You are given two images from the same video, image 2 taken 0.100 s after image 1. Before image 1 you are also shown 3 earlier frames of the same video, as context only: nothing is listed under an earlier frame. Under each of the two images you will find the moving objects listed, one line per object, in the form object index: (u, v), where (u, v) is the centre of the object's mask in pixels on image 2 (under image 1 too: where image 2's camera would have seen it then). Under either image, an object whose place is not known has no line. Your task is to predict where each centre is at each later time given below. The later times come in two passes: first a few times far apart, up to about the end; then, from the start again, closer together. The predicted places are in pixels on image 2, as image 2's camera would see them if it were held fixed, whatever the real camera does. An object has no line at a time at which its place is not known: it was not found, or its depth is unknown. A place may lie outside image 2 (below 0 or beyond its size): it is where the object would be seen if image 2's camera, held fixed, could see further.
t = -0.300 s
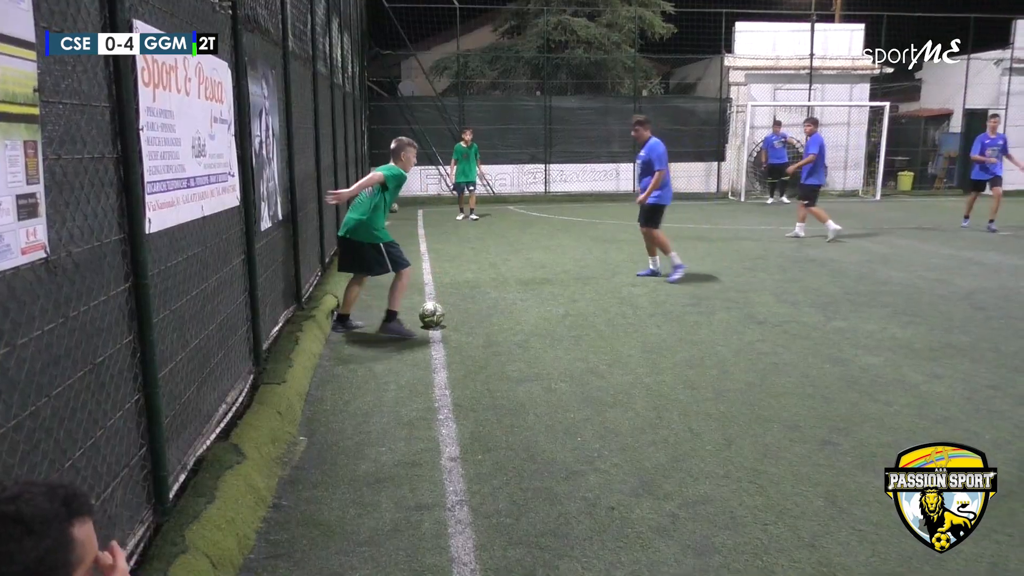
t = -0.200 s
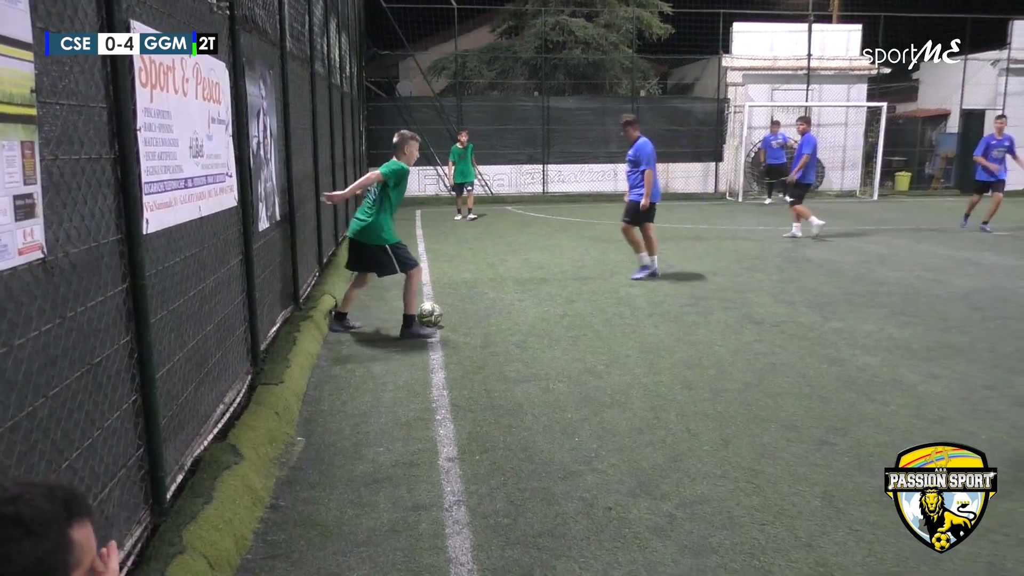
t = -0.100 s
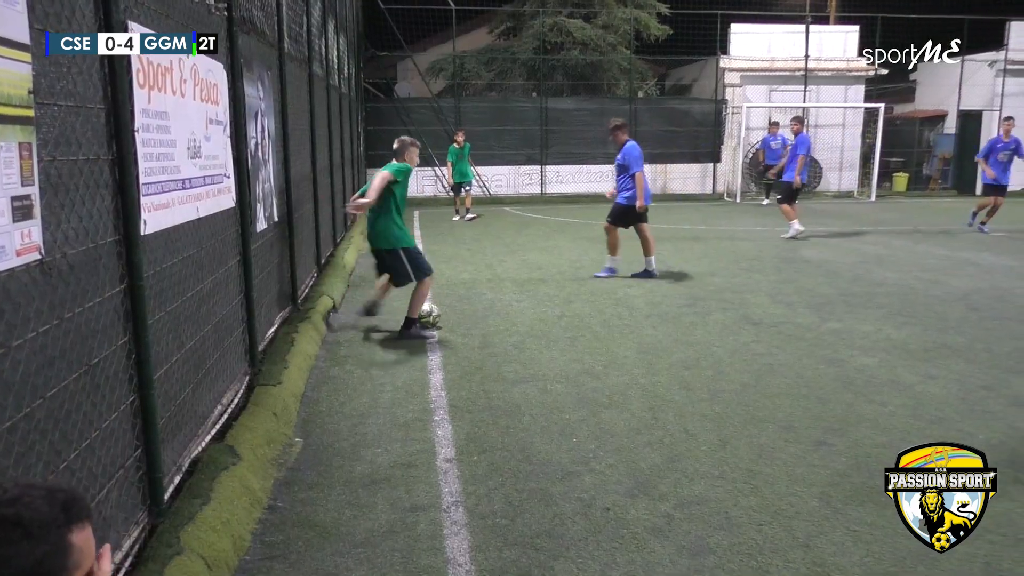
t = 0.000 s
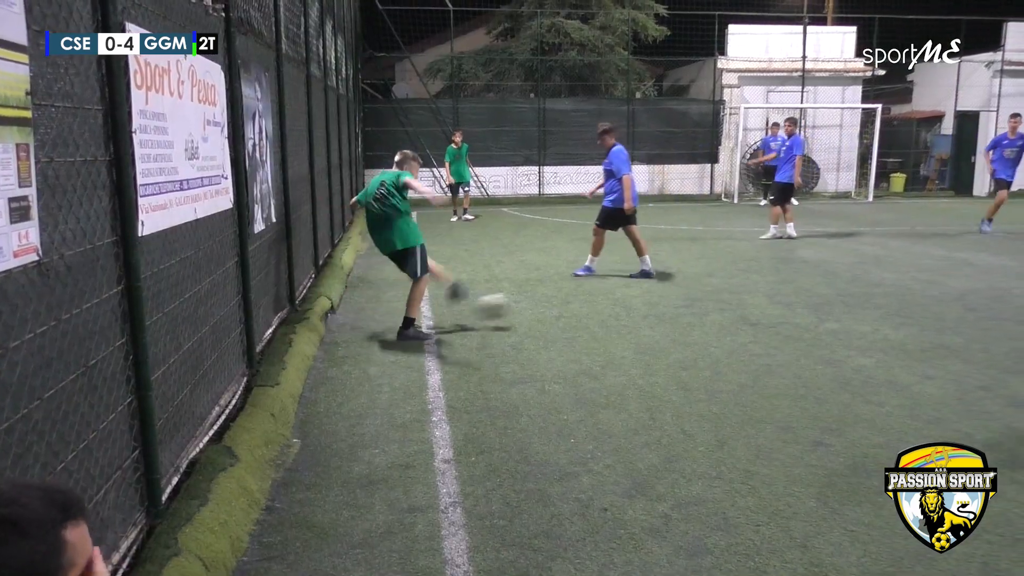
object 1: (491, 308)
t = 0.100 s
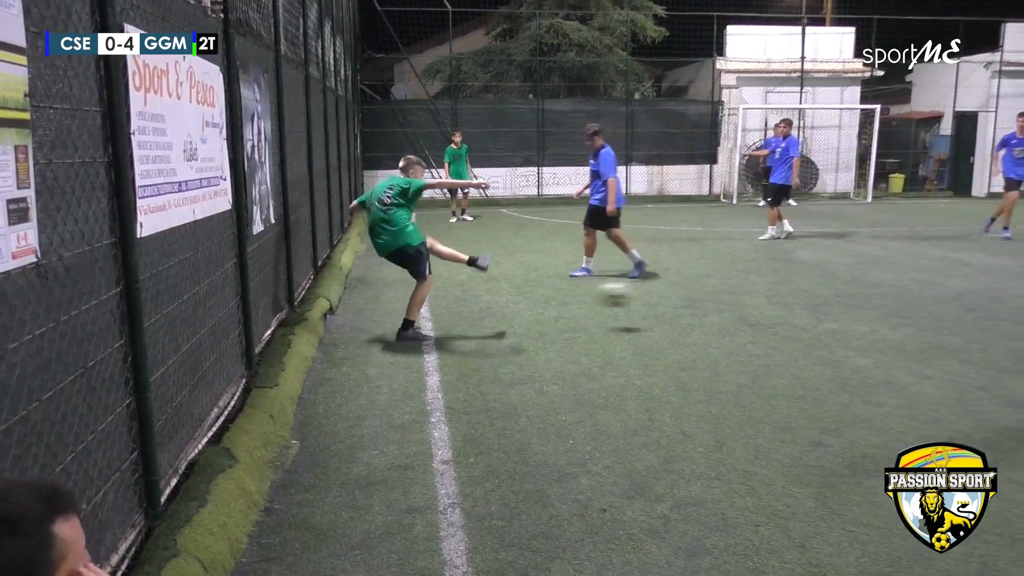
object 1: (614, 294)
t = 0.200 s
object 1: (735, 295)
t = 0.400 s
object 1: (944, 296)
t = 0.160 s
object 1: (687, 294)
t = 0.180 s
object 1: (711, 294)
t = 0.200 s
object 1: (735, 295)
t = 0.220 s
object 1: (762, 297)
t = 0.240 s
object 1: (783, 299)
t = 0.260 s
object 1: (806, 302)
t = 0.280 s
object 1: (830, 306)
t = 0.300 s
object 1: (855, 310)
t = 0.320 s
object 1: (875, 314)
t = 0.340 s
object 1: (891, 309)
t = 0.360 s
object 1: (908, 304)
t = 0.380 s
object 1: (926, 300)
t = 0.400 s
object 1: (944, 296)
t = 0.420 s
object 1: (963, 293)
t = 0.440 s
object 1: (980, 291)
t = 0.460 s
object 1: (999, 289)
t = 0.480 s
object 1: (1018, 287)
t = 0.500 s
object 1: (1036, 286)
